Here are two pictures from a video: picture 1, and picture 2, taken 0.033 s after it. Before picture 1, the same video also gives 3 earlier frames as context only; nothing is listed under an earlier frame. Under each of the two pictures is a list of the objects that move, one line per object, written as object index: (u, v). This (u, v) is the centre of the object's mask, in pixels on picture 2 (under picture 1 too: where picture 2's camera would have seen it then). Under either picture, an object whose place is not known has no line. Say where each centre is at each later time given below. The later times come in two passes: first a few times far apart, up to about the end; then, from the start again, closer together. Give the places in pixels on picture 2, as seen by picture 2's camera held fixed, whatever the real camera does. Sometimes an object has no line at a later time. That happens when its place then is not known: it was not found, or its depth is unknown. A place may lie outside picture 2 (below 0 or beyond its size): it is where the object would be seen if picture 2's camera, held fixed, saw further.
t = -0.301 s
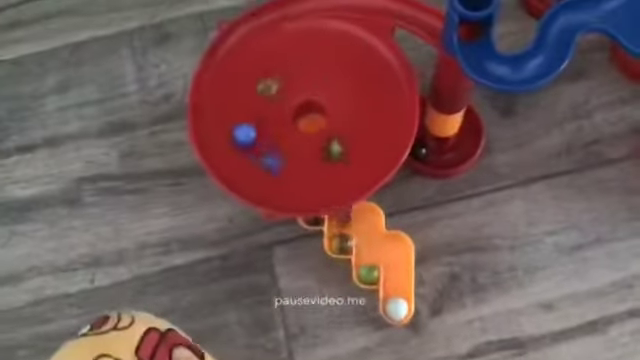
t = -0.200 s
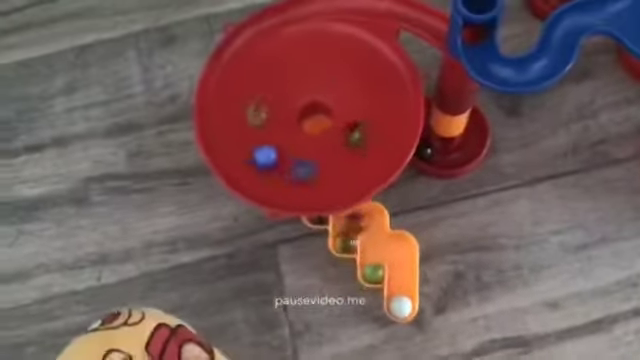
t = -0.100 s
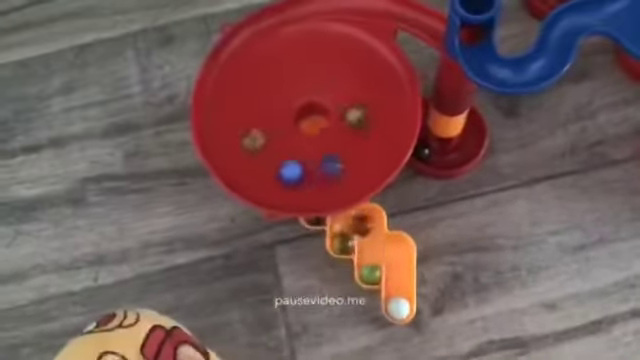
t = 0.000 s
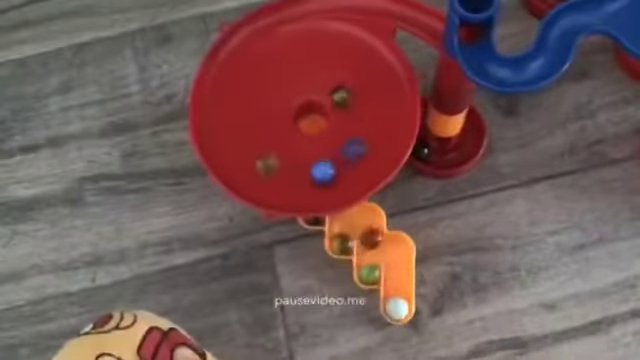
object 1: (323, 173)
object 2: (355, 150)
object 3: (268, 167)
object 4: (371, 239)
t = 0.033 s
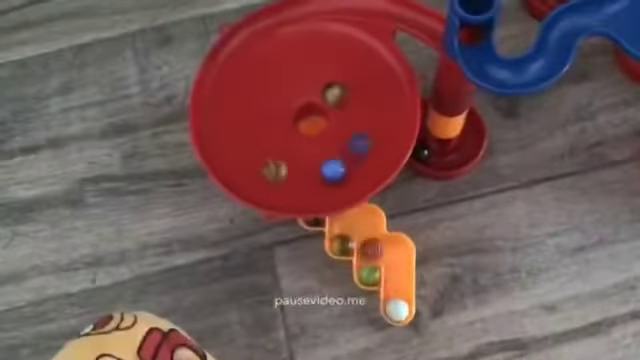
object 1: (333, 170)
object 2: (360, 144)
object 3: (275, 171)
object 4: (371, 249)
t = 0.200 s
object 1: (371, 142)
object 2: (360, 107)
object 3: (324, 180)
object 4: (376, 253)
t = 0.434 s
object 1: (355, 94)
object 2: (295, 87)
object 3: (370, 143)
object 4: (394, 260)
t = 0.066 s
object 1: (343, 166)
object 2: (365, 136)
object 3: (283, 175)
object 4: (371, 253)
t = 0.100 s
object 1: (352, 161)
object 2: (366, 129)
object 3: (292, 178)
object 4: (370, 252)
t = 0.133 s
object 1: (360, 156)
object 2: (365, 120)
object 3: (303, 179)
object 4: (371, 253)
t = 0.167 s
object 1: (367, 149)
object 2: (364, 113)
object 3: (314, 178)
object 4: (374, 253)
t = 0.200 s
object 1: (371, 142)
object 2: (360, 107)
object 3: (324, 180)
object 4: (376, 253)
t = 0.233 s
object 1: (373, 134)
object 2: (354, 101)
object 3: (333, 177)
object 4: (378, 254)
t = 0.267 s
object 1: (375, 127)
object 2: (349, 95)
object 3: (341, 173)
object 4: (380, 253)
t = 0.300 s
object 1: (374, 118)
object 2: (341, 90)
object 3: (350, 168)
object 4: (383, 253)
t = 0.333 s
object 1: (372, 110)
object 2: (330, 87)
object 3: (356, 164)
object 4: (385, 253)
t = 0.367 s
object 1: (367, 105)
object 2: (319, 85)
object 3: (361, 156)
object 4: (388, 254)
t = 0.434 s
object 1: (355, 94)
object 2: (295, 87)
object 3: (370, 143)
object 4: (394, 260)
